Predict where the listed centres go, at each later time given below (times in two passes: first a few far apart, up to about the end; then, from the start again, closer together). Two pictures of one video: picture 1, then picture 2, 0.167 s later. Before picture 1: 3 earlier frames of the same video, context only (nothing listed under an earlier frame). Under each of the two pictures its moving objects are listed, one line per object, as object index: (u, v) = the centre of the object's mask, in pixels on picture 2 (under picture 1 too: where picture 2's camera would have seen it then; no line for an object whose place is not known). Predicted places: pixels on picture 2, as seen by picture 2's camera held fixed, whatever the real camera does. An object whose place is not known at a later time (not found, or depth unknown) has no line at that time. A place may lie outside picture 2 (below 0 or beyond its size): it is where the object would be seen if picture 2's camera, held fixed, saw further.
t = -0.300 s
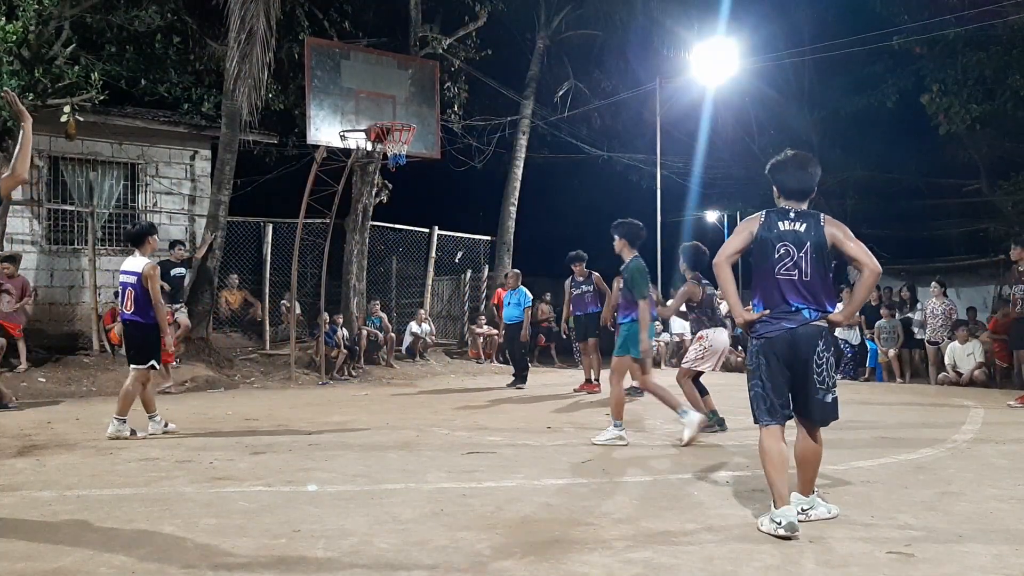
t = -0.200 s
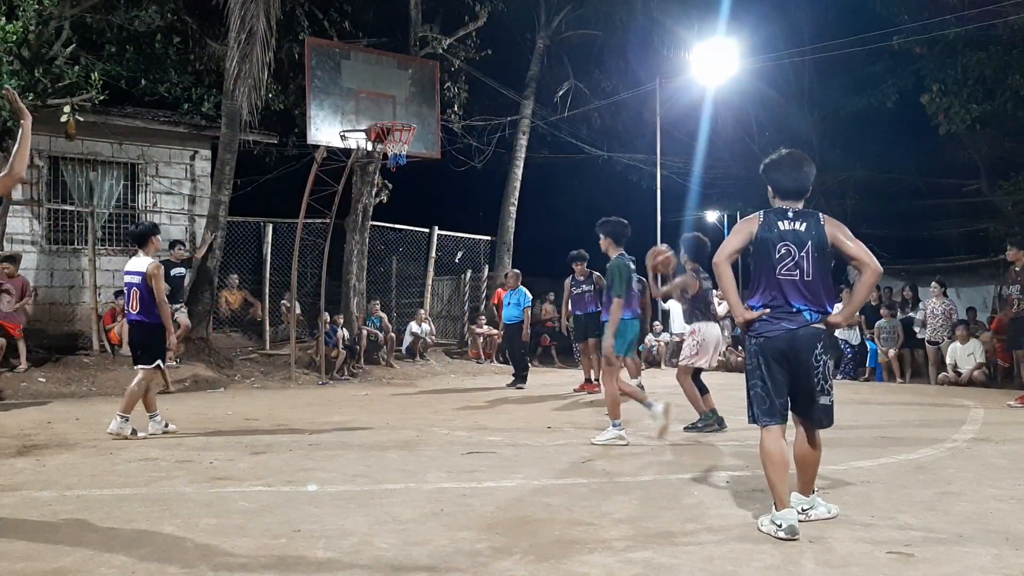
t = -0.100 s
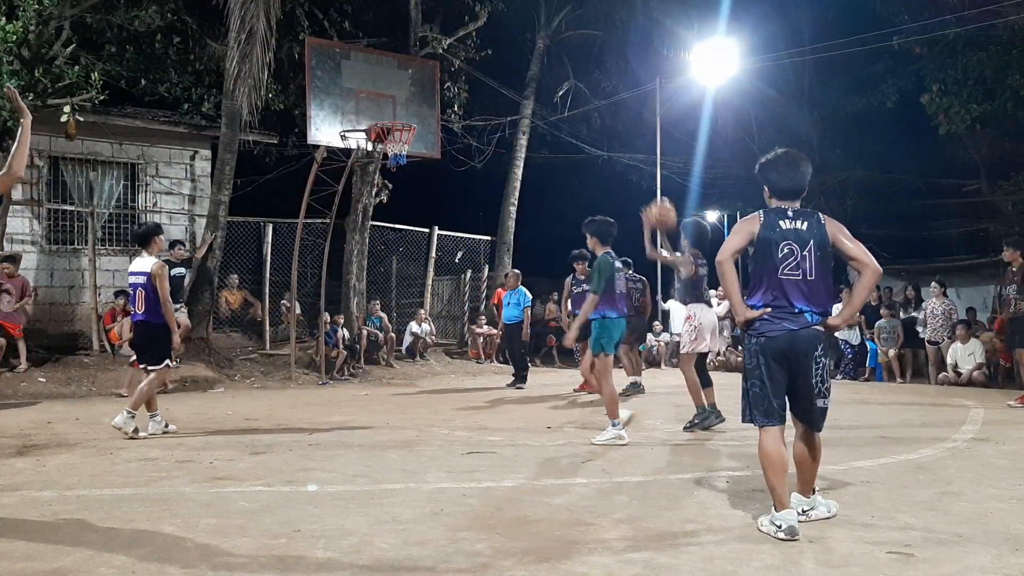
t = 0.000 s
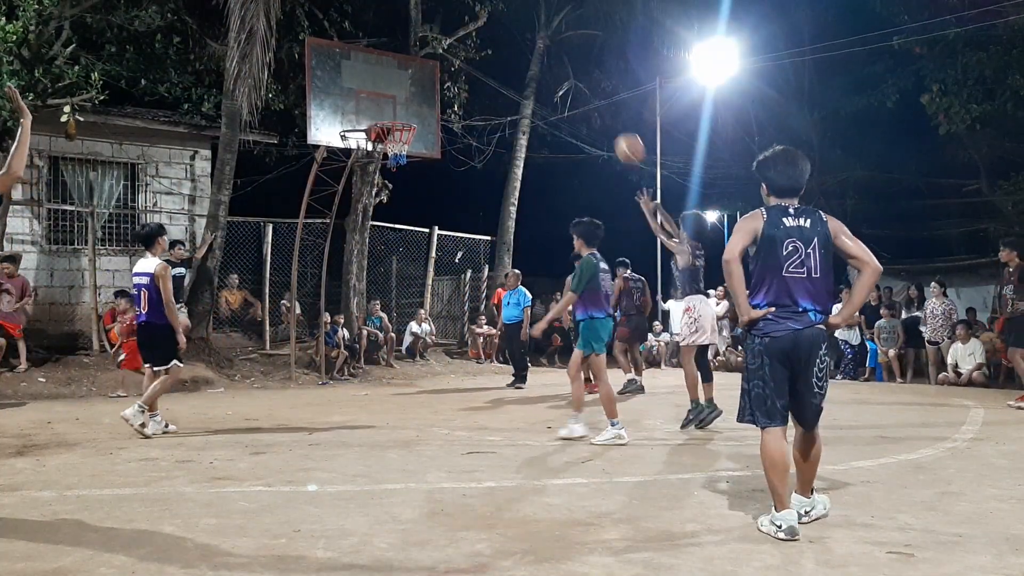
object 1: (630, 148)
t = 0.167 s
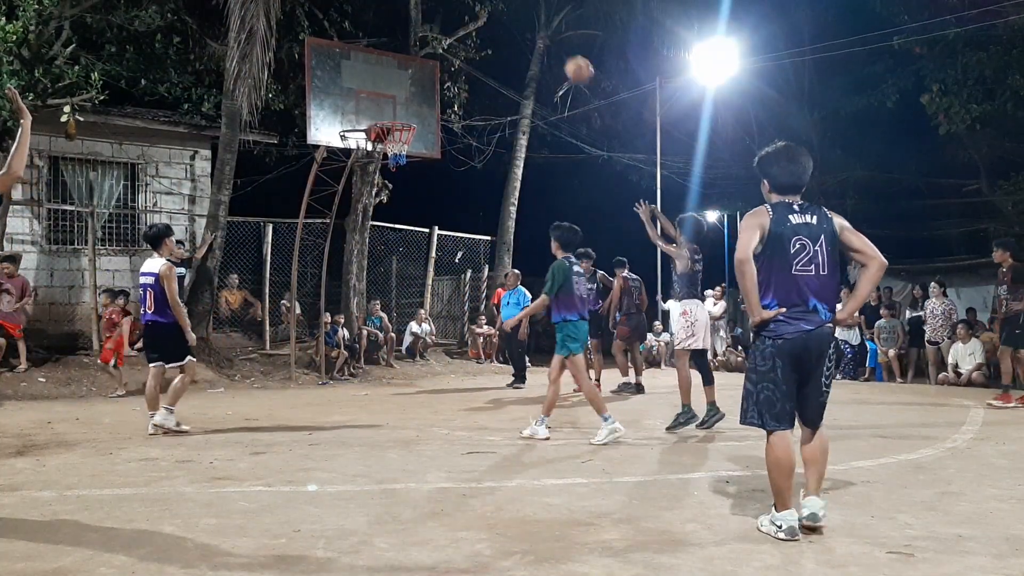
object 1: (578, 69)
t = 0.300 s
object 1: (543, 32)
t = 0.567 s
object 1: (480, 15)
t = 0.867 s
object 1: (423, 69)
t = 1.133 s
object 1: (393, 92)
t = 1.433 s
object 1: (384, 64)
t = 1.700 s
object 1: (386, 92)
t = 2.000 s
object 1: (403, 159)
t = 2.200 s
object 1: (412, 193)
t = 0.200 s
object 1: (569, 58)
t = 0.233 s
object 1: (560, 48)
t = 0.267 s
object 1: (551, 39)
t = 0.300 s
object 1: (543, 32)
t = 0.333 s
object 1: (534, 26)
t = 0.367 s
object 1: (526, 21)
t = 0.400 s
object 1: (518, 17)
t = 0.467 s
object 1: (502, 13)
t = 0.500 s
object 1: (495, 12)
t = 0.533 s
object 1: (488, 13)
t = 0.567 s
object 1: (480, 15)
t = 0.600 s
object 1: (473, 17)
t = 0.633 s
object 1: (466, 21)
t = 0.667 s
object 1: (460, 24)
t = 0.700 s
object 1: (453, 30)
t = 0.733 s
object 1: (447, 36)
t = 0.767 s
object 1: (441, 43)
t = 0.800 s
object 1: (435, 51)
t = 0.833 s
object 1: (429, 59)
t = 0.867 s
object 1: (423, 69)
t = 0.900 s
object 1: (417, 79)
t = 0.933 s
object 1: (412, 90)
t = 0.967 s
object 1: (407, 102)
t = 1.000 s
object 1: (402, 113)
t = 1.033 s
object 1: (399, 115)
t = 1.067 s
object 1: (396, 107)
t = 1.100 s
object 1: (395, 99)
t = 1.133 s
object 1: (393, 92)
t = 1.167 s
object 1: (391, 86)
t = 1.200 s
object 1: (390, 81)
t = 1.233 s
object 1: (388, 76)
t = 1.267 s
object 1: (387, 73)
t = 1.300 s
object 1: (385, 70)
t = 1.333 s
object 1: (384, 68)
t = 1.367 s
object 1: (384, 66)
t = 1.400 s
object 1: (384, 65)
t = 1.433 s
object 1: (384, 64)
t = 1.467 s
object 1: (384, 65)
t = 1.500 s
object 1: (384, 66)
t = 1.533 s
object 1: (384, 68)
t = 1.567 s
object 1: (385, 71)
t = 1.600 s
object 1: (385, 75)
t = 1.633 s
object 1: (385, 80)
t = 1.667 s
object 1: (385, 86)
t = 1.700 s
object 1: (386, 92)
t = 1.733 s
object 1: (386, 101)
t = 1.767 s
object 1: (386, 109)
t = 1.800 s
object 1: (386, 117)
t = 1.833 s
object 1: (388, 125)
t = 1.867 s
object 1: (395, 133)
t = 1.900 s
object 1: (395, 136)
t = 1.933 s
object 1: (399, 146)
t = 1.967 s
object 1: (401, 149)
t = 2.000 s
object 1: (403, 159)
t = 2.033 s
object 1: (404, 160)
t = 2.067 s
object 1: (405, 164)
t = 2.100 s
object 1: (407, 170)
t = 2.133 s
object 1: (409, 177)
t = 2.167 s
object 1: (411, 184)
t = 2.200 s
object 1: (412, 193)
